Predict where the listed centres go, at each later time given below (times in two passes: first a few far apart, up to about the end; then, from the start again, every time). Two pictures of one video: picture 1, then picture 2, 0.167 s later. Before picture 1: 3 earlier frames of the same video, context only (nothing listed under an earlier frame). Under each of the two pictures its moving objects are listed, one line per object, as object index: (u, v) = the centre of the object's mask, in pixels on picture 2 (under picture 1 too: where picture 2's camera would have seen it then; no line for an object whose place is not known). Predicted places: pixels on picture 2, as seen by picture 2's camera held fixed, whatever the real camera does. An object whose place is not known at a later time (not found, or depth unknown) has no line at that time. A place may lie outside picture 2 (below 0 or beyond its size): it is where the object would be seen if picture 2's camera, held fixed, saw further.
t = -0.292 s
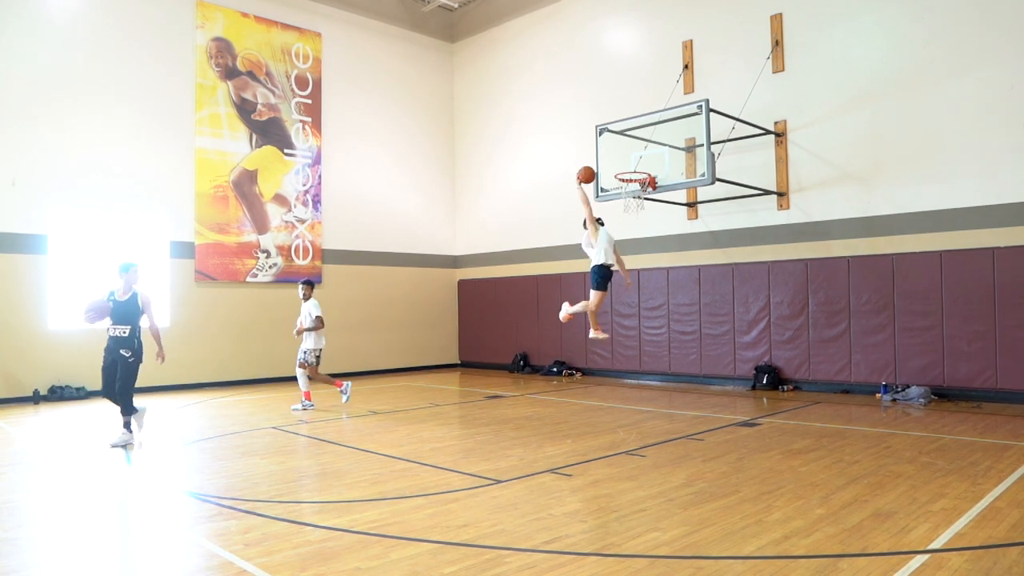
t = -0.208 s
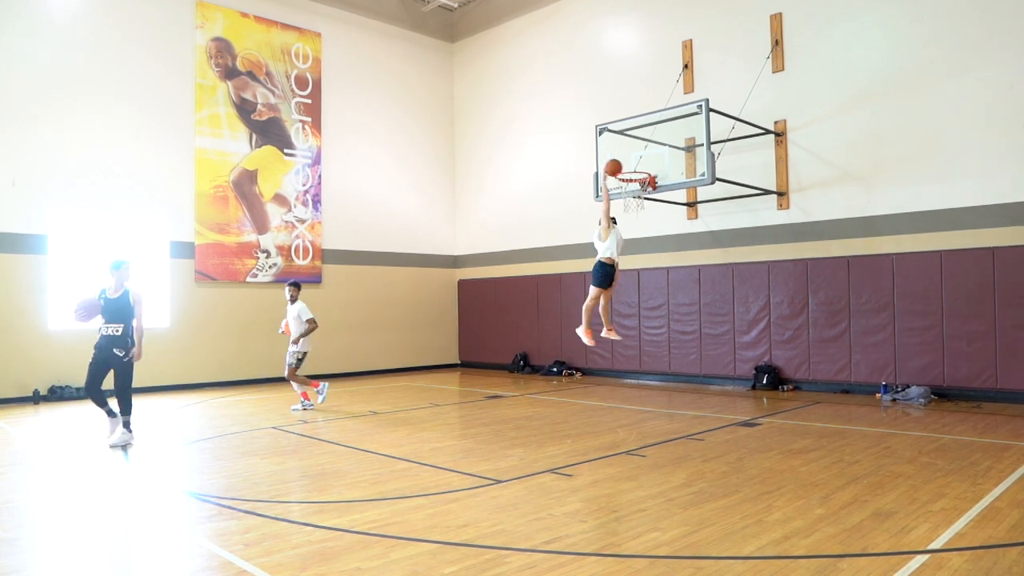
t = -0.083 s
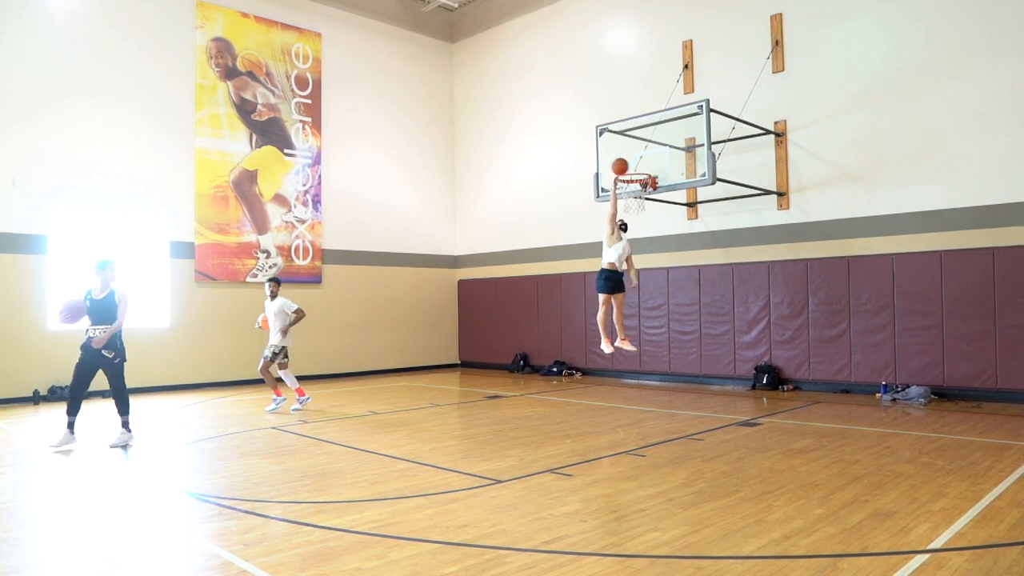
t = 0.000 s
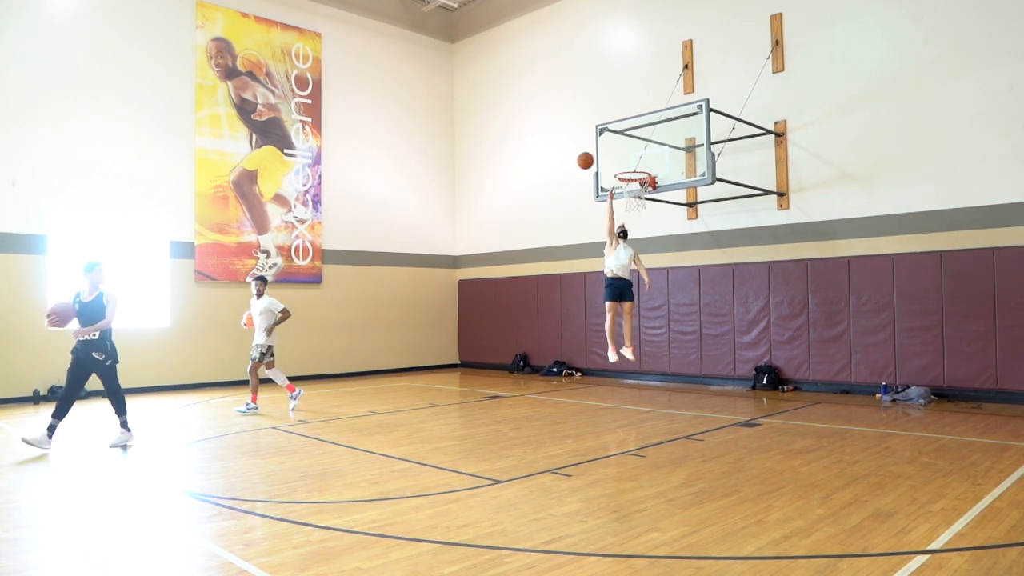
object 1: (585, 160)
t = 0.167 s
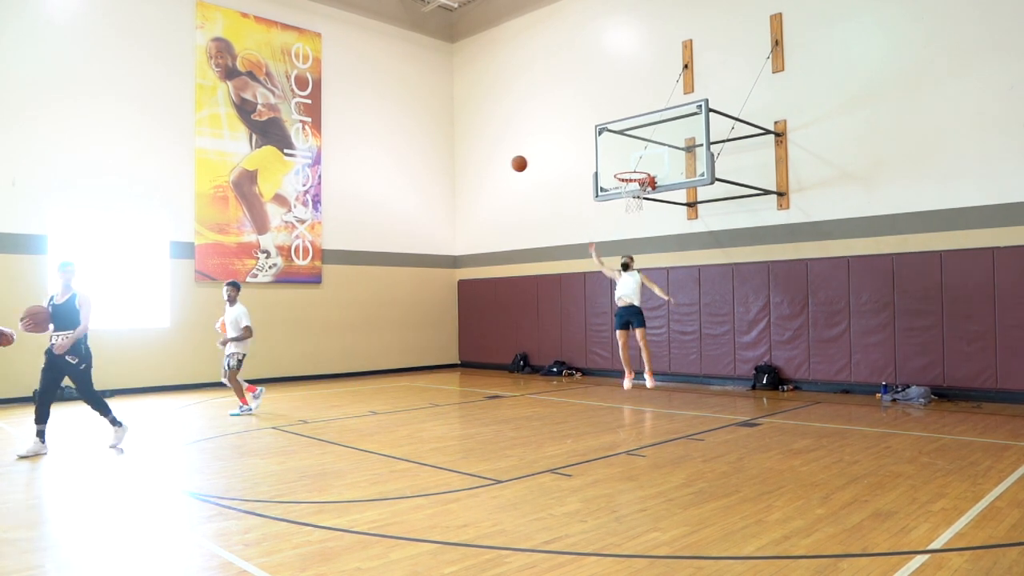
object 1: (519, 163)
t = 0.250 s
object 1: (487, 172)
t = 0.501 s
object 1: (400, 226)
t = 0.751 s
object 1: (319, 316)
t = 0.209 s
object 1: (503, 167)
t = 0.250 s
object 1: (487, 172)
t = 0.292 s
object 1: (472, 178)
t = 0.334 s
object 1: (457, 185)
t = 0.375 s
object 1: (442, 194)
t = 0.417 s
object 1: (428, 203)
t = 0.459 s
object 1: (414, 214)
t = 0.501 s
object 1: (400, 226)
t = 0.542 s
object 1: (386, 238)
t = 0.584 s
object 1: (372, 252)
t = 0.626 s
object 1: (359, 266)
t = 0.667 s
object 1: (346, 282)
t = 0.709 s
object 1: (333, 299)
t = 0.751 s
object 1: (319, 316)
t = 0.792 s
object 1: (308, 334)
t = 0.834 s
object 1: (295, 353)
